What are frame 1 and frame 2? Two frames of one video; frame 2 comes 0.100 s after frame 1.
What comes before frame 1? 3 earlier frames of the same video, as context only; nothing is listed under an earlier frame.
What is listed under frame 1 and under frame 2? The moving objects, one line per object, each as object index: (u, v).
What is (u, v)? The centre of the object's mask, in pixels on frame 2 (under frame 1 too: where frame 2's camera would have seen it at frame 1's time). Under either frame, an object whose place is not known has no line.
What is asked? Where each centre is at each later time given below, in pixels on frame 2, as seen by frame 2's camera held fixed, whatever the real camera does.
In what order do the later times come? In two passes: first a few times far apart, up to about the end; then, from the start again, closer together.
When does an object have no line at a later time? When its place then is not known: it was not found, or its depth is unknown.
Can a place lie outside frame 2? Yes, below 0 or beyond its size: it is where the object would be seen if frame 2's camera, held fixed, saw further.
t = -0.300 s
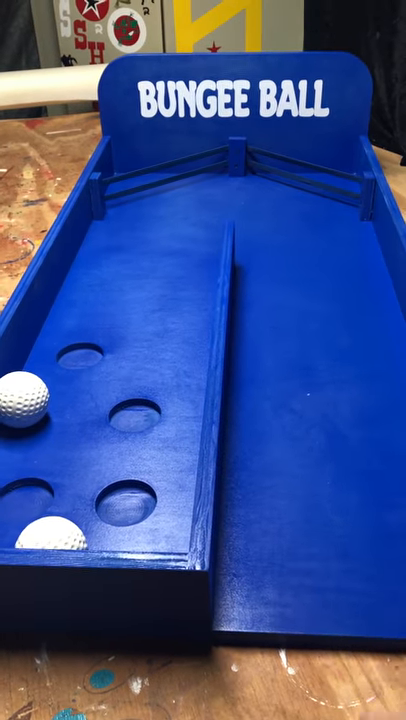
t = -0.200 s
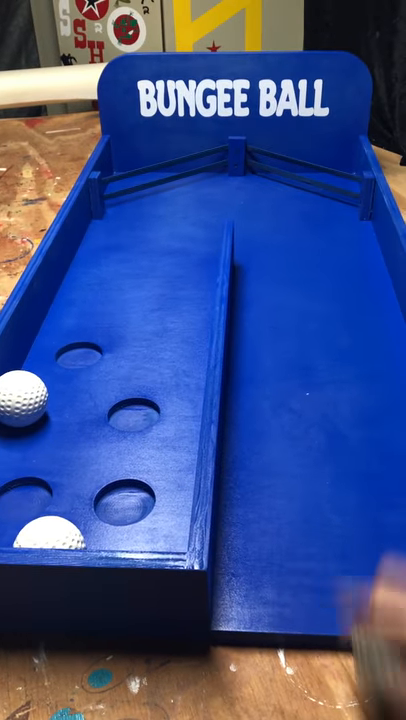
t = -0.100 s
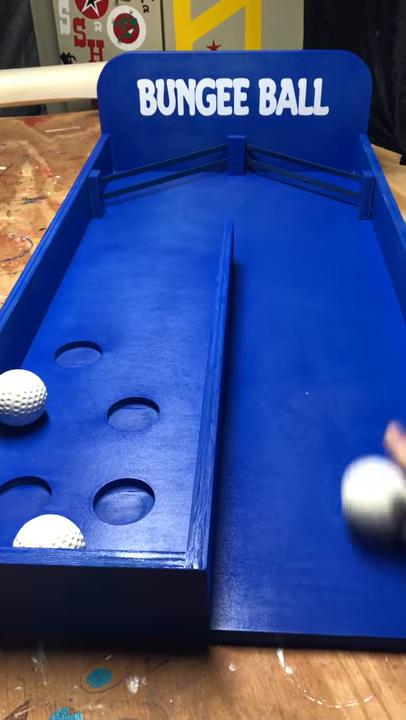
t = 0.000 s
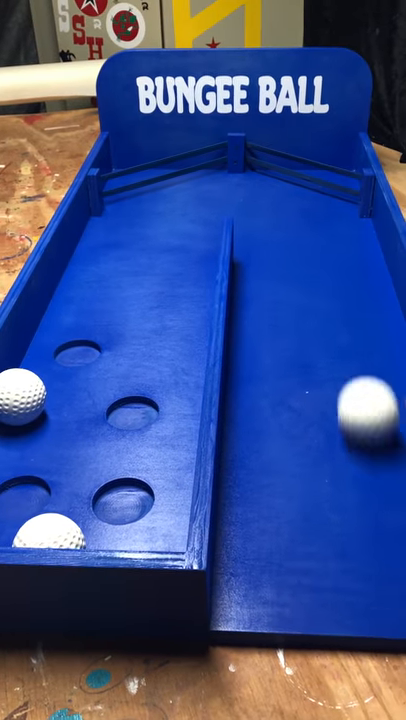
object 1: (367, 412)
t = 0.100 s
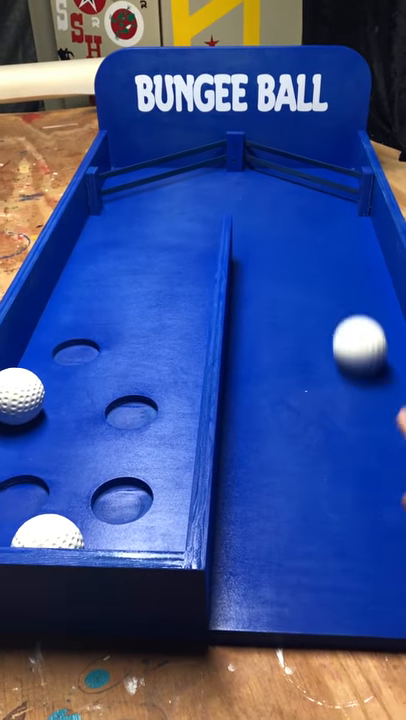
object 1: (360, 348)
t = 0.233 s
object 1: (353, 281)
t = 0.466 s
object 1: (342, 201)
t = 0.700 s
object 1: (273, 168)
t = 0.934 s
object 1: (188, 170)
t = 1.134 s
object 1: (129, 192)
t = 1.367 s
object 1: (125, 224)
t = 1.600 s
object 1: (136, 263)
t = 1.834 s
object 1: (148, 311)
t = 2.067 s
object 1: (160, 369)
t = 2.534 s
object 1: (143, 520)
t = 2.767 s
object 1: (132, 512)
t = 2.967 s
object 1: (122, 480)
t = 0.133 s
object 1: (358, 328)
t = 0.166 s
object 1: (356, 312)
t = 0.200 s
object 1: (354, 296)
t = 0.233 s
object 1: (353, 281)
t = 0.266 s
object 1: (351, 267)
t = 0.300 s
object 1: (350, 254)
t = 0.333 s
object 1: (349, 242)
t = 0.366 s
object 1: (347, 231)
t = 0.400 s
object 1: (346, 220)
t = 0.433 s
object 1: (345, 210)
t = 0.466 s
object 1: (342, 201)
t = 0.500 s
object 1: (332, 196)
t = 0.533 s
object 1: (321, 191)
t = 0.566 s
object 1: (312, 186)
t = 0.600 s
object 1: (302, 181)
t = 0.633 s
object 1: (292, 177)
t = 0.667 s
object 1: (283, 172)
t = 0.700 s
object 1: (273, 168)
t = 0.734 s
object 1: (261, 165)
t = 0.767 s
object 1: (248, 163)
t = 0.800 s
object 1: (236, 162)
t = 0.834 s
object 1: (224, 164)
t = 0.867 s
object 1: (212, 166)
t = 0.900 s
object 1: (200, 168)
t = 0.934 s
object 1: (188, 170)
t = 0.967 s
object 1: (177, 173)
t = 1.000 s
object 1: (167, 177)
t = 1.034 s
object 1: (158, 180)
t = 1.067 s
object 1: (149, 184)
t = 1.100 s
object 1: (139, 188)
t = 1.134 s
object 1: (129, 192)
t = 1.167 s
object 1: (119, 196)
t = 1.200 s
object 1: (115, 200)
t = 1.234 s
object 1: (118, 205)
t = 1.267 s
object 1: (119, 210)
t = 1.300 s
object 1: (121, 214)
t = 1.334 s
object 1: (123, 219)
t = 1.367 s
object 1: (125, 224)
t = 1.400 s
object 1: (126, 230)
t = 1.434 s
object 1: (127, 235)
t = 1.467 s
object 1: (129, 240)
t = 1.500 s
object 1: (131, 246)
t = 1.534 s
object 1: (132, 252)
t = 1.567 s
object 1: (134, 258)
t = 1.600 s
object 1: (136, 263)
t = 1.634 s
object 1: (137, 270)
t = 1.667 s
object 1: (139, 276)
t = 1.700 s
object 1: (140, 283)
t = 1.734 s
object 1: (142, 290)
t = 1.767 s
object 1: (144, 297)
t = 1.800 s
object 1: (146, 303)
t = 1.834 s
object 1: (148, 311)
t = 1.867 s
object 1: (149, 319)
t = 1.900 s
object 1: (151, 327)
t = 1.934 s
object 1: (153, 335)
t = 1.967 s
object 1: (155, 343)
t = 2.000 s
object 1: (156, 352)
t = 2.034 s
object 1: (158, 361)
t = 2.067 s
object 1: (160, 369)
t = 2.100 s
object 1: (162, 379)
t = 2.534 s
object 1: (143, 520)
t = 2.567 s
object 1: (139, 526)
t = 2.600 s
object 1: (134, 533)
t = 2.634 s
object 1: (134, 528)
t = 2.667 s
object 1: (134, 525)
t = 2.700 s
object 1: (134, 521)
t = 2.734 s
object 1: (133, 517)
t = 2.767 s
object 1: (132, 512)
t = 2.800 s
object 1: (131, 507)
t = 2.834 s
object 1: (130, 500)
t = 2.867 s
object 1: (130, 494)
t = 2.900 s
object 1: (128, 489)
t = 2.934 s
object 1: (128, 485)
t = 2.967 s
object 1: (122, 480)
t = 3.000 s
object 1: (113, 474)
